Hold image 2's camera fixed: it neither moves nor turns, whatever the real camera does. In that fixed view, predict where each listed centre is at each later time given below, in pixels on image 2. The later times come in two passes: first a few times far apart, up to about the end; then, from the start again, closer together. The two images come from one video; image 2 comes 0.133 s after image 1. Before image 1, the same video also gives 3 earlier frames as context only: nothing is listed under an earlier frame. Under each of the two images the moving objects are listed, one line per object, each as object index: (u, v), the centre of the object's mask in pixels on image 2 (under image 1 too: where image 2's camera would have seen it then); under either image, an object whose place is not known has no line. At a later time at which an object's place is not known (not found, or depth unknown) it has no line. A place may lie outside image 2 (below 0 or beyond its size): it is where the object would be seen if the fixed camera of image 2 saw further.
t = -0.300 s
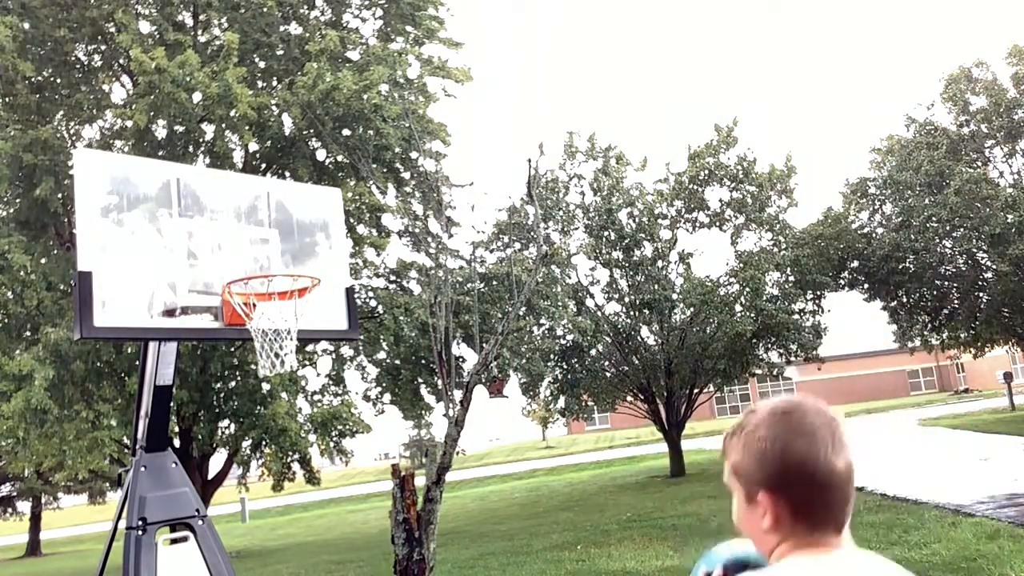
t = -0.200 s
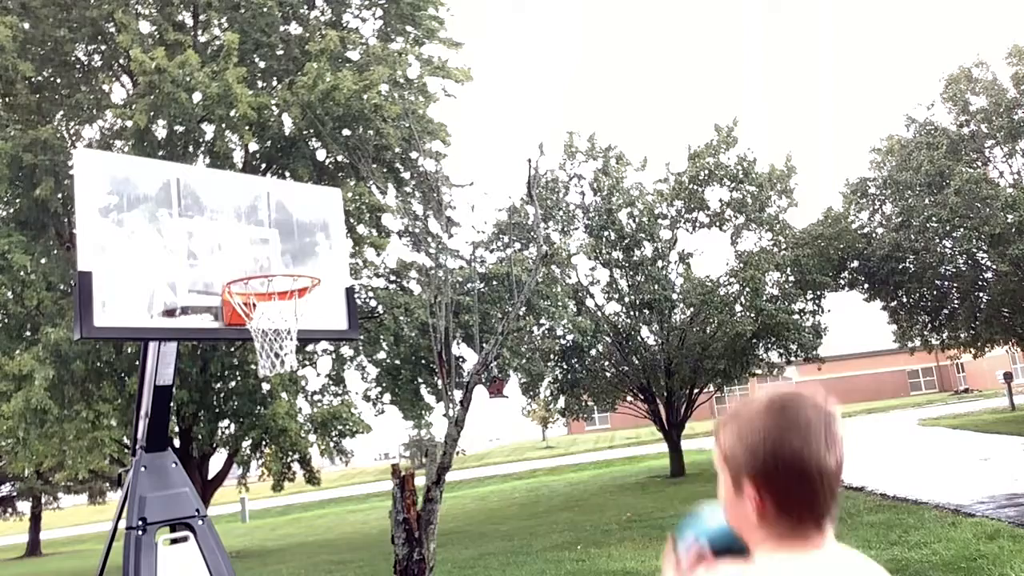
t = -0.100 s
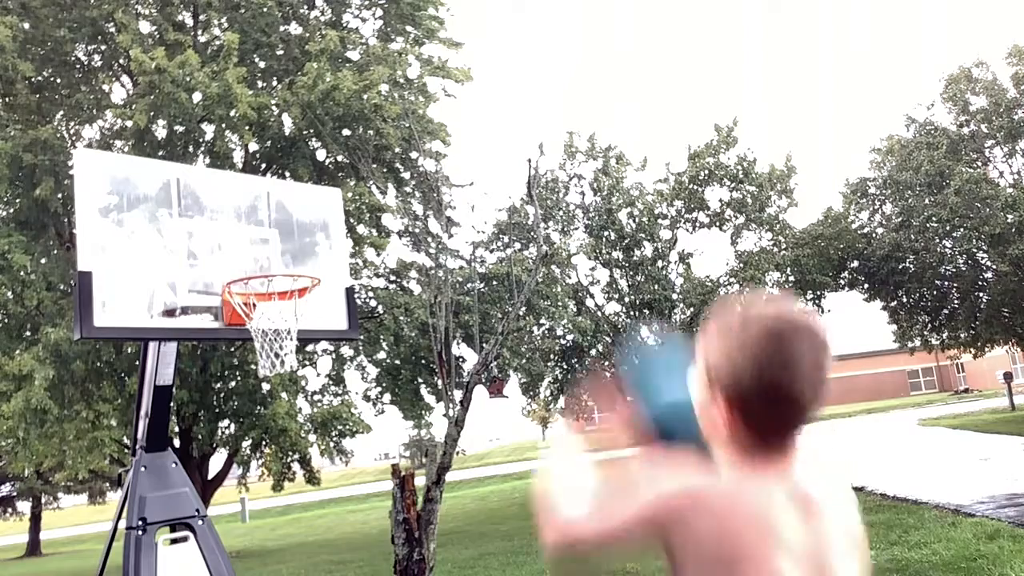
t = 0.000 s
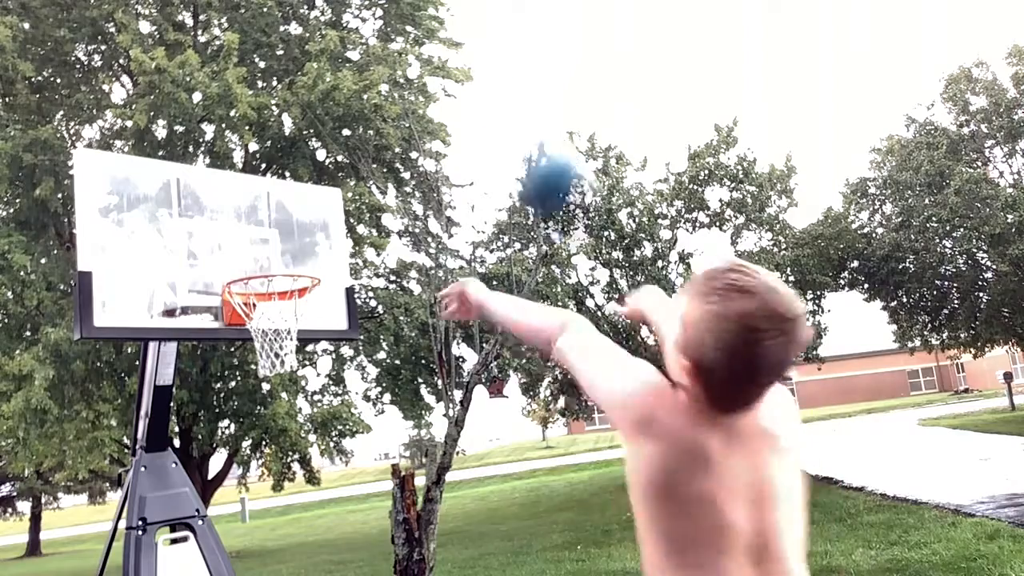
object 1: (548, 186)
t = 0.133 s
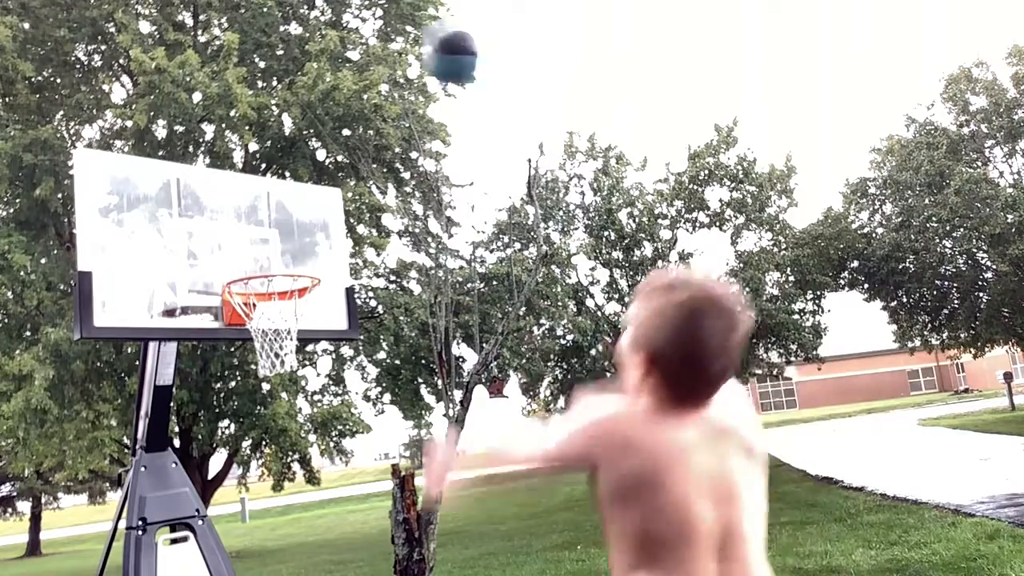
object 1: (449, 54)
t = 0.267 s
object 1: (407, 29)
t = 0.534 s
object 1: (360, 99)
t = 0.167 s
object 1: (436, 43)
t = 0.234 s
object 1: (414, 29)
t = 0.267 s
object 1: (407, 29)
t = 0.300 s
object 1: (399, 32)
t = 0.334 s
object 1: (391, 37)
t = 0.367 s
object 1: (384, 42)
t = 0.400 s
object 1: (378, 51)
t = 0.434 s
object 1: (374, 61)
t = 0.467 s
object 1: (369, 71)
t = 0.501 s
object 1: (365, 84)
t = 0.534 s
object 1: (360, 99)
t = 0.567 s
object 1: (357, 114)
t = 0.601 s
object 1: (354, 132)
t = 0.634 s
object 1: (352, 149)
